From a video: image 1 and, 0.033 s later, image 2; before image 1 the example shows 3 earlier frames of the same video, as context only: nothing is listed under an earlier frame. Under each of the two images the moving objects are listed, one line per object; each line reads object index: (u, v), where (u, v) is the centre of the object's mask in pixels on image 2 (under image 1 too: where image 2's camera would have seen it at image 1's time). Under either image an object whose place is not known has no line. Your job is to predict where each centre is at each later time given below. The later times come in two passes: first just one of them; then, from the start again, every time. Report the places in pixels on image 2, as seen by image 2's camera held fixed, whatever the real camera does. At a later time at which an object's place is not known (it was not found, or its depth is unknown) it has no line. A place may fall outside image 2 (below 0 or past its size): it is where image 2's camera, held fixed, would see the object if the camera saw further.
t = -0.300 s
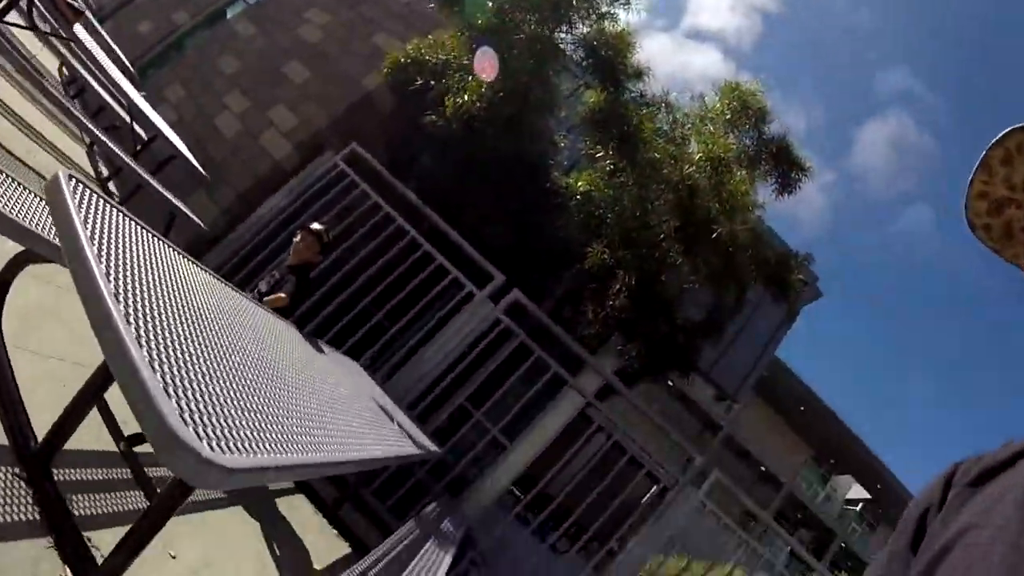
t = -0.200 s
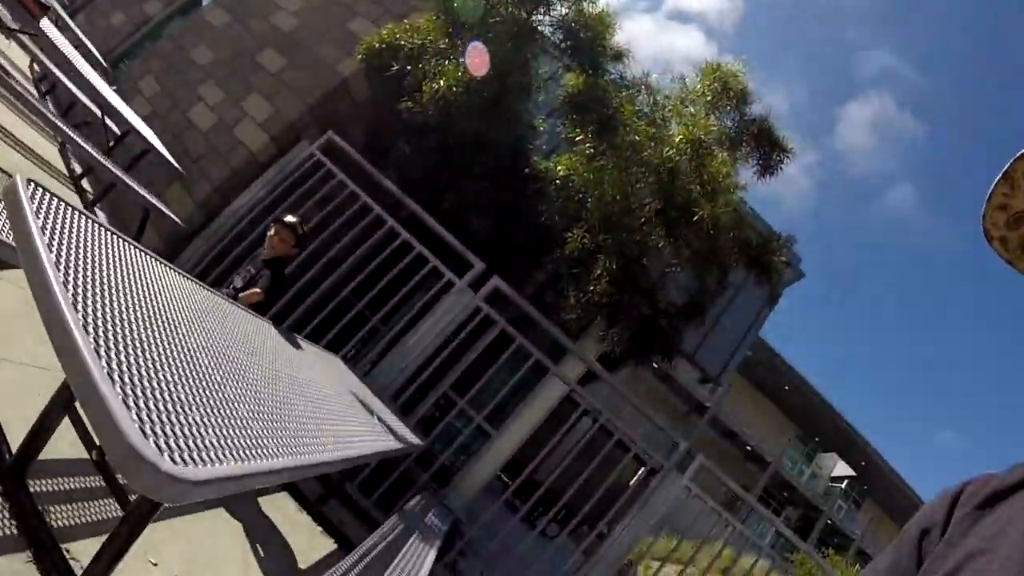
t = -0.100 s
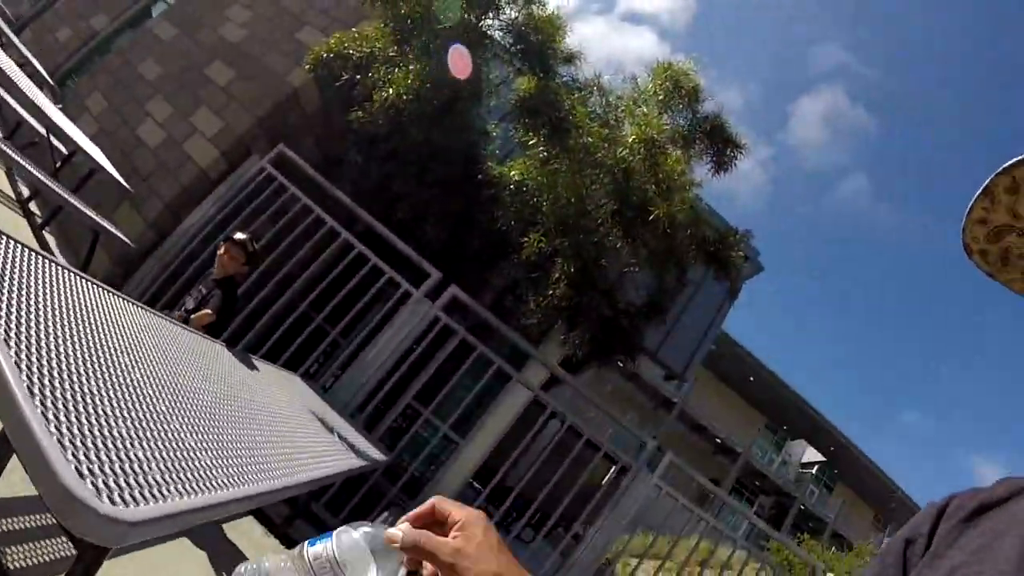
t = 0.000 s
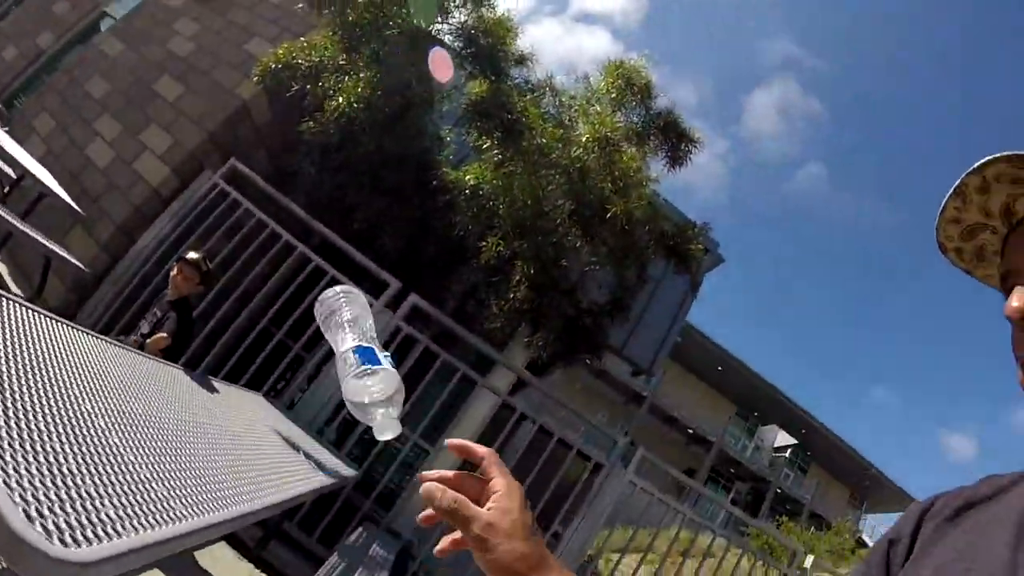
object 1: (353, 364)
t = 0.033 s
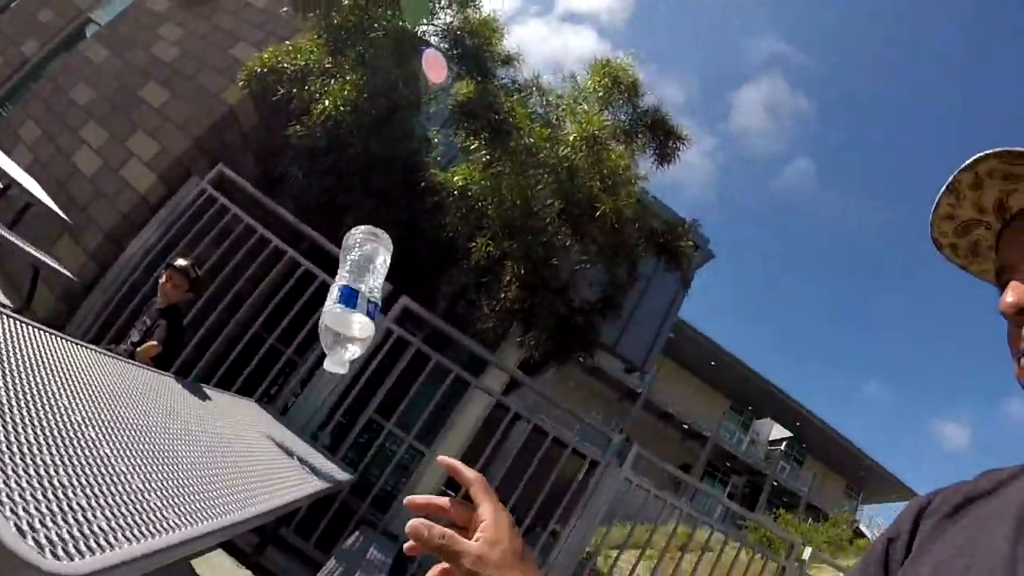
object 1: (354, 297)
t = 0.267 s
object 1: (398, 103)
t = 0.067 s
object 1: (360, 237)
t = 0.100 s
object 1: (370, 191)
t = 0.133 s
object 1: (382, 156)
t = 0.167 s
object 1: (392, 132)
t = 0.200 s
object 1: (398, 116)
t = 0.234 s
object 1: (400, 107)
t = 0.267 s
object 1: (398, 103)
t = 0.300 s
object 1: (393, 104)
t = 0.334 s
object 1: (384, 108)
